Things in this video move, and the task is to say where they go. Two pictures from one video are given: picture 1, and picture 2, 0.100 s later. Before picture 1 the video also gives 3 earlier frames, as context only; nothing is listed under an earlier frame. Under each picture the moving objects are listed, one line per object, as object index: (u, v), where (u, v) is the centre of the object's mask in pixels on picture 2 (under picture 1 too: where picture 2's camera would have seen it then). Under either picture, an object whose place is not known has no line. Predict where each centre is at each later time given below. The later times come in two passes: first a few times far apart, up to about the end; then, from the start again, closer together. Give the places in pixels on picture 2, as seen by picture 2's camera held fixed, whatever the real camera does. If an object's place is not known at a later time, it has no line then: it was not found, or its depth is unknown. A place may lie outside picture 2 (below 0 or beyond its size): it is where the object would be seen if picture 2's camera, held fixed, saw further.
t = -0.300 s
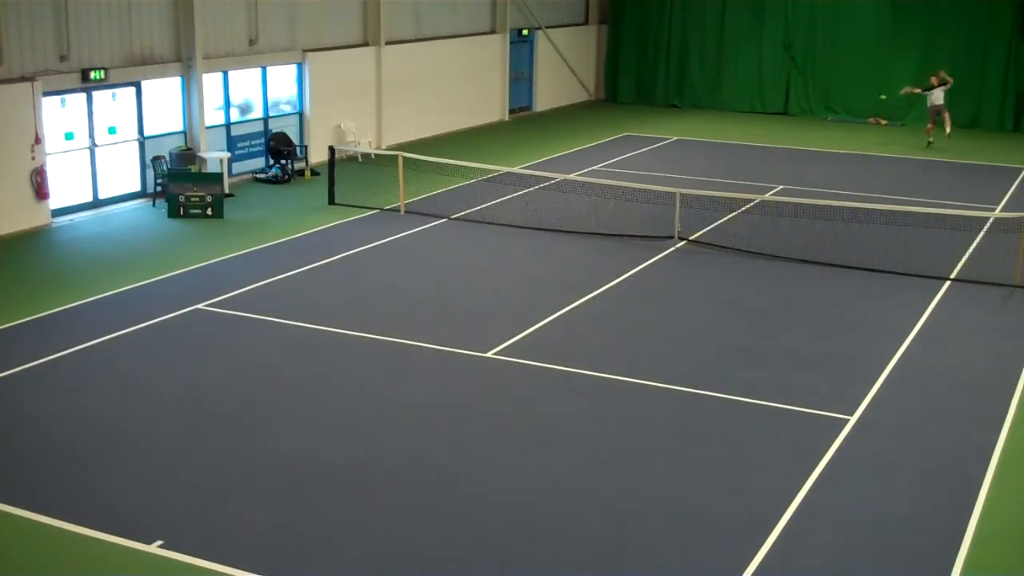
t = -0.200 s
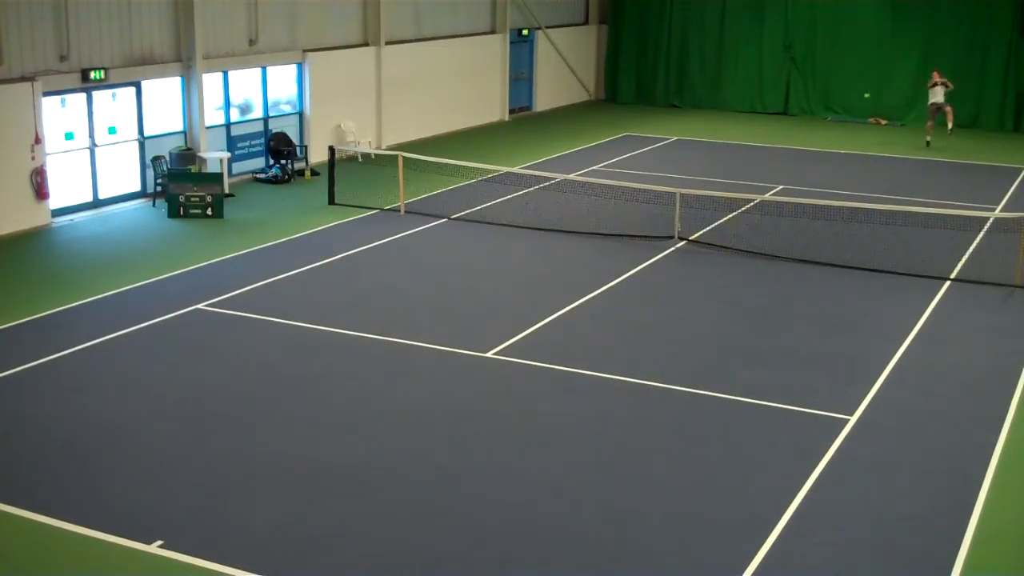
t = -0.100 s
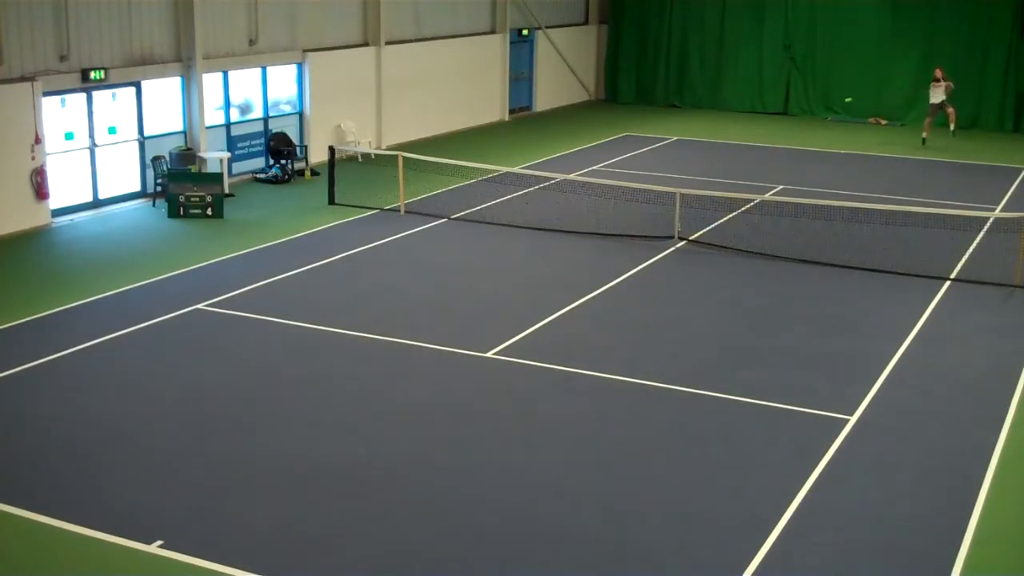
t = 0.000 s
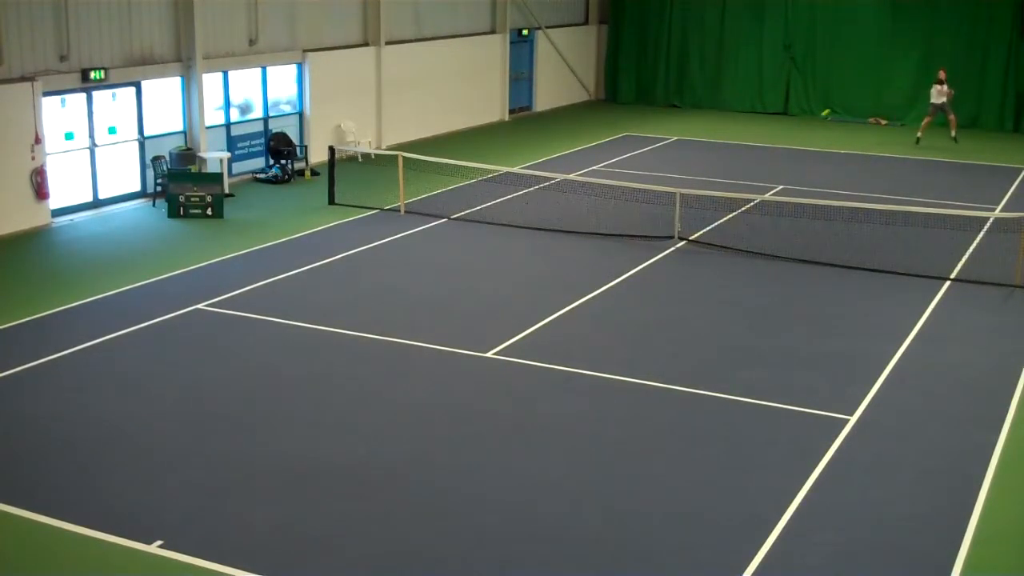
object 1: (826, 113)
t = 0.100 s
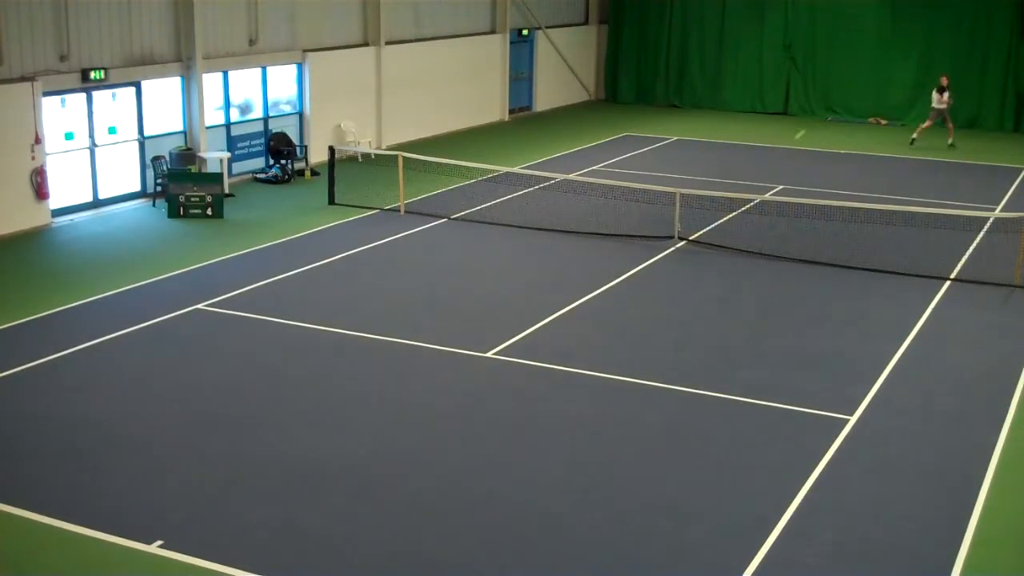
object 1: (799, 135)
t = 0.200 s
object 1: (769, 169)
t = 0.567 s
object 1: (607, 400)
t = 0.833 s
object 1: (474, 426)
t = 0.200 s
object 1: (769, 169)
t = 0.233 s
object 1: (757, 183)
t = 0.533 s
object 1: (620, 403)
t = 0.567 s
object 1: (607, 400)
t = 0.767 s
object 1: (514, 408)
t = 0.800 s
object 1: (495, 417)
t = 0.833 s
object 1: (474, 426)
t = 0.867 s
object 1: (452, 439)
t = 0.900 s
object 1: (429, 454)
